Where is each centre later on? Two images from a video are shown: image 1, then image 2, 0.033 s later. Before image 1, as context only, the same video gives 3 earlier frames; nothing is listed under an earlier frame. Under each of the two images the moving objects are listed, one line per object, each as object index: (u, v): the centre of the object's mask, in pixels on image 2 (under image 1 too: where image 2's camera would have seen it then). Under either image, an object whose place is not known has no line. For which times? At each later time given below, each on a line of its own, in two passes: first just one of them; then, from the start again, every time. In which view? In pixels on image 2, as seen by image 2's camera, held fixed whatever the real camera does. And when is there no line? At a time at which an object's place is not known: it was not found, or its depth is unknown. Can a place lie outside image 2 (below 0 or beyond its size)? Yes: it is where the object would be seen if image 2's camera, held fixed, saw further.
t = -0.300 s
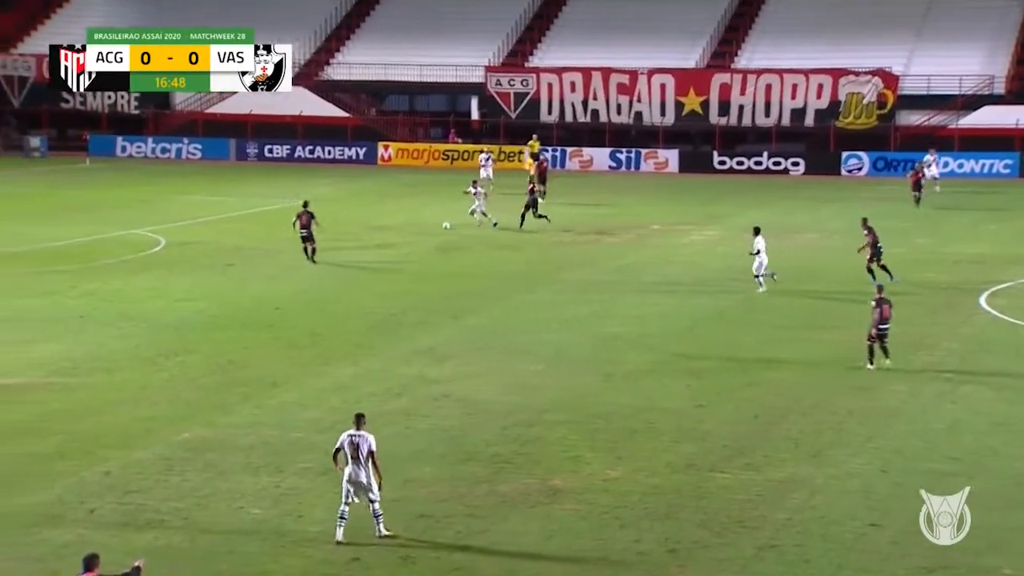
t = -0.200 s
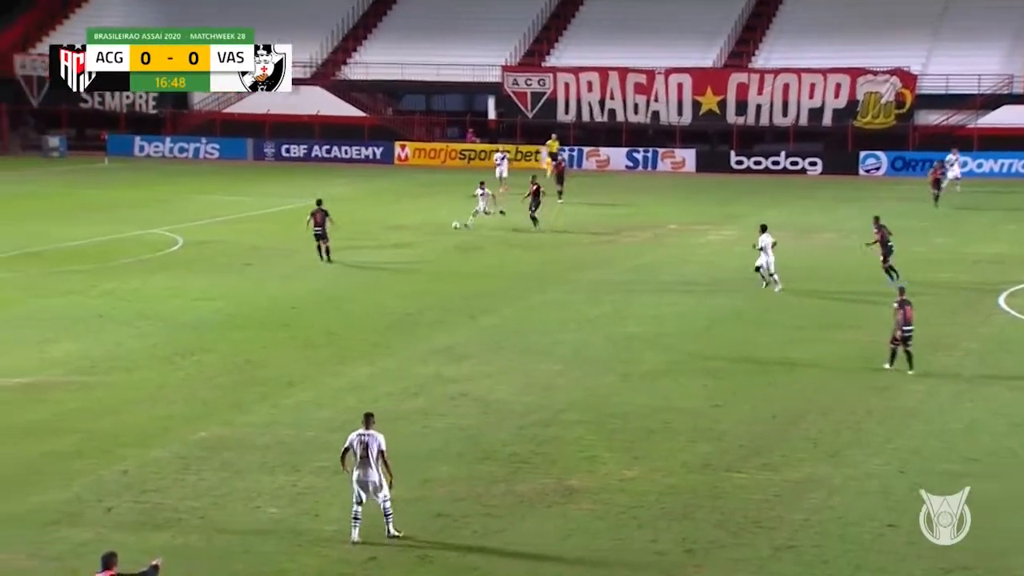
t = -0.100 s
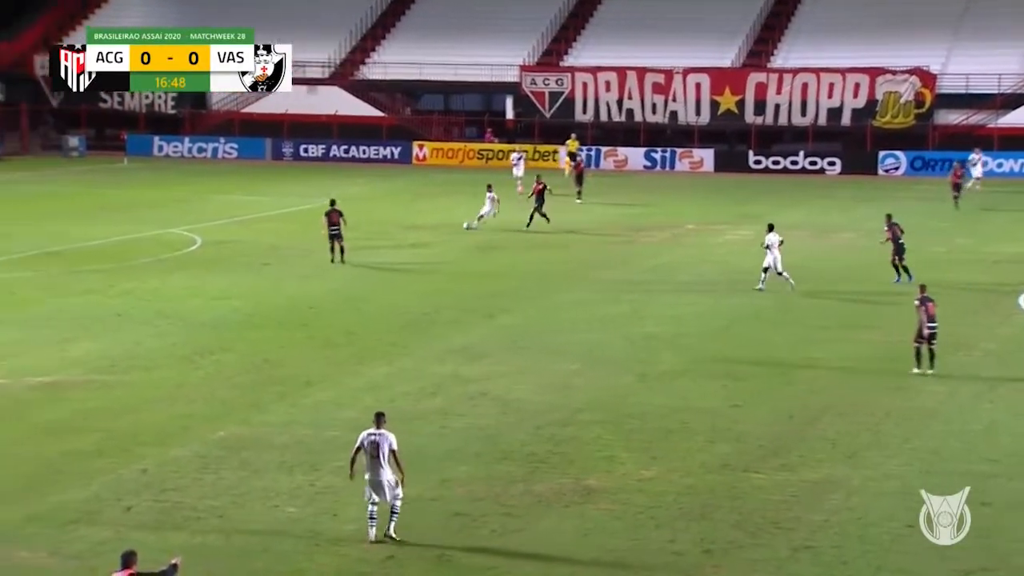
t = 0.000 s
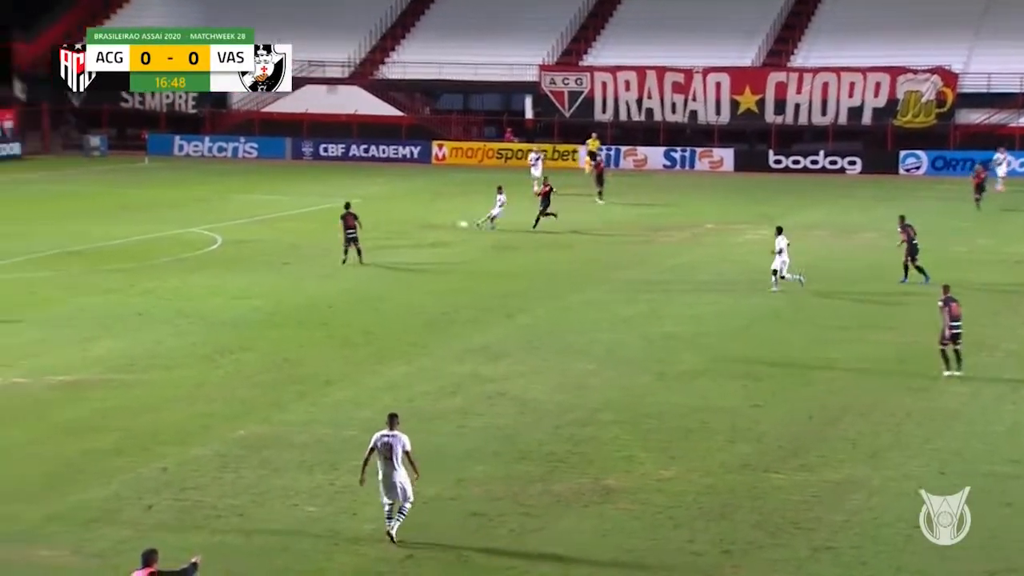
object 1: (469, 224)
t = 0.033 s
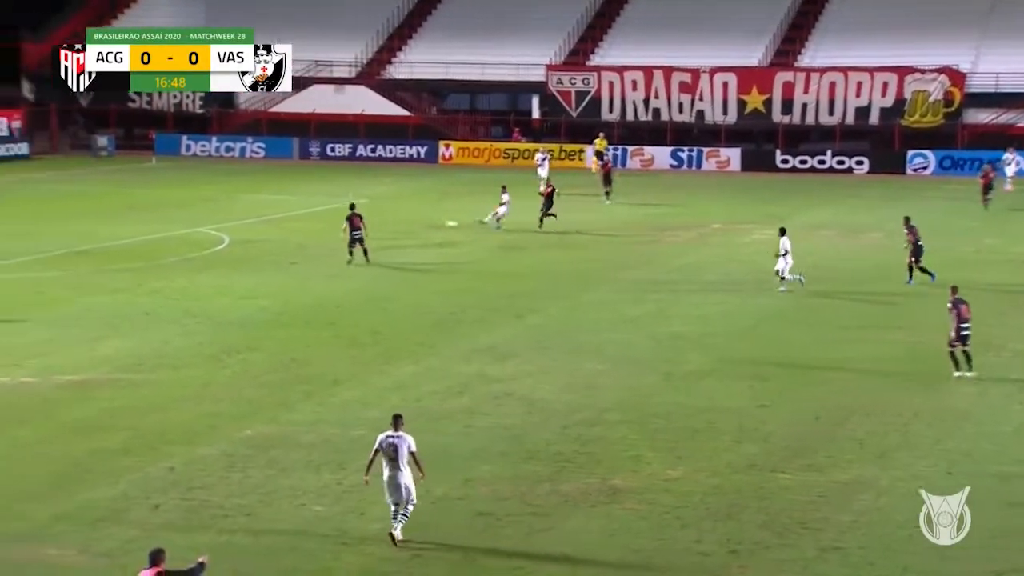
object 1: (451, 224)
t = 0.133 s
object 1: (396, 225)
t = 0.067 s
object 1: (433, 223)
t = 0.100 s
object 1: (414, 224)
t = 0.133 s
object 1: (396, 225)
